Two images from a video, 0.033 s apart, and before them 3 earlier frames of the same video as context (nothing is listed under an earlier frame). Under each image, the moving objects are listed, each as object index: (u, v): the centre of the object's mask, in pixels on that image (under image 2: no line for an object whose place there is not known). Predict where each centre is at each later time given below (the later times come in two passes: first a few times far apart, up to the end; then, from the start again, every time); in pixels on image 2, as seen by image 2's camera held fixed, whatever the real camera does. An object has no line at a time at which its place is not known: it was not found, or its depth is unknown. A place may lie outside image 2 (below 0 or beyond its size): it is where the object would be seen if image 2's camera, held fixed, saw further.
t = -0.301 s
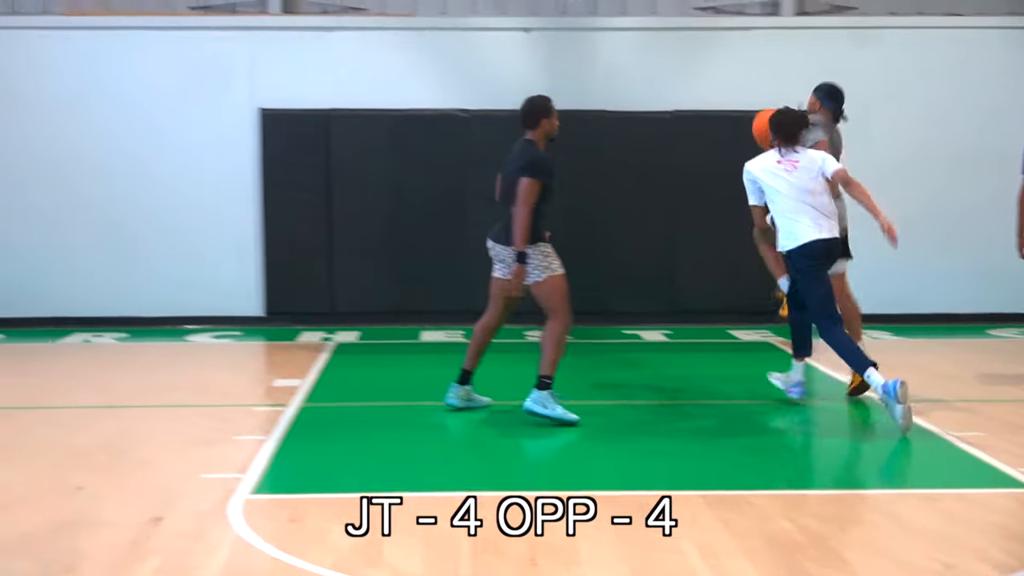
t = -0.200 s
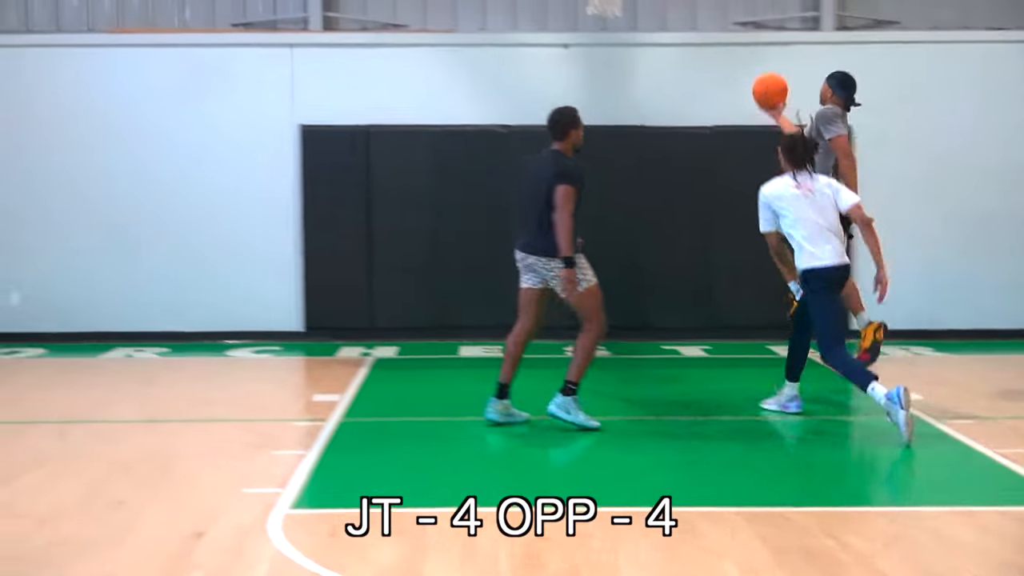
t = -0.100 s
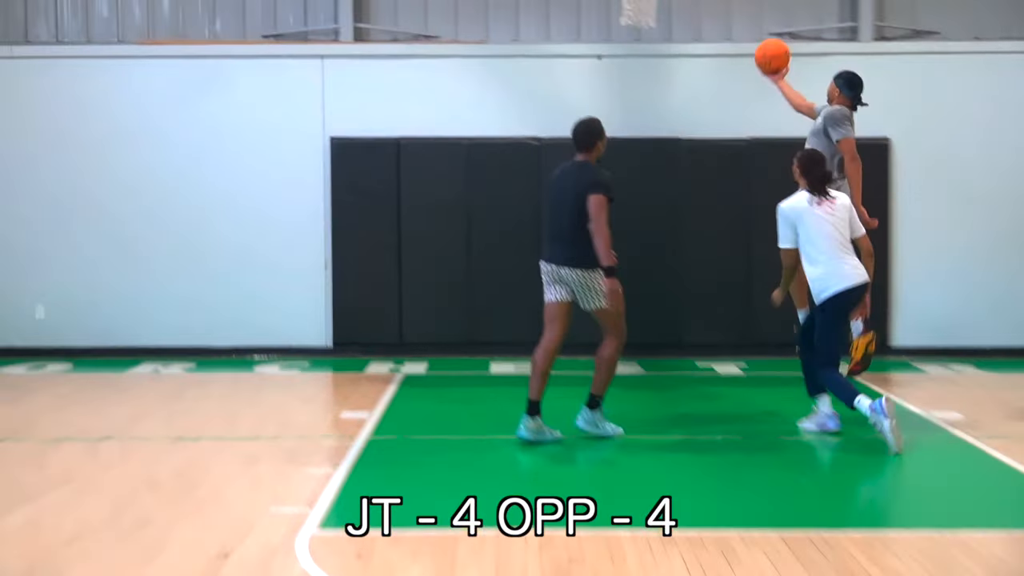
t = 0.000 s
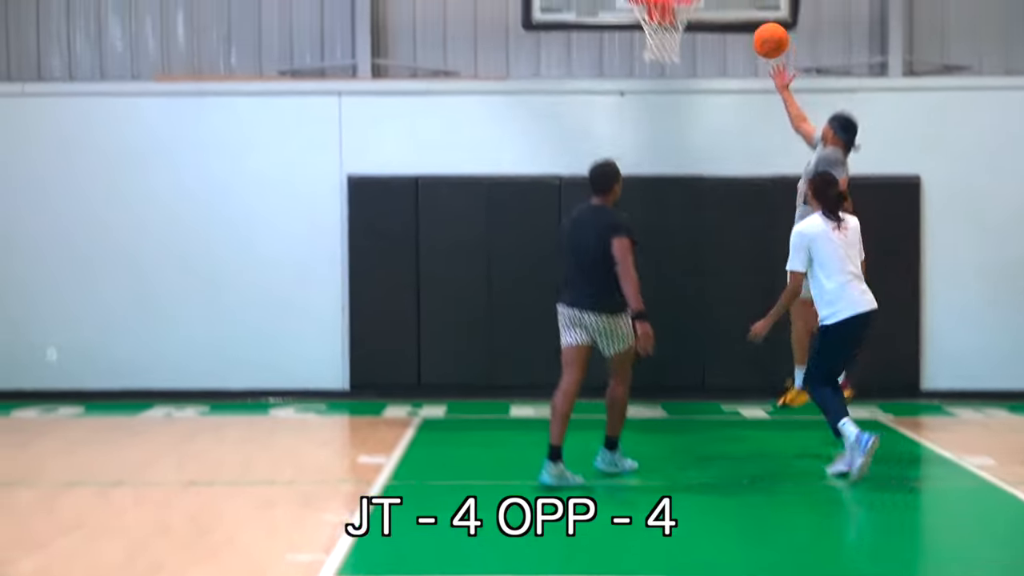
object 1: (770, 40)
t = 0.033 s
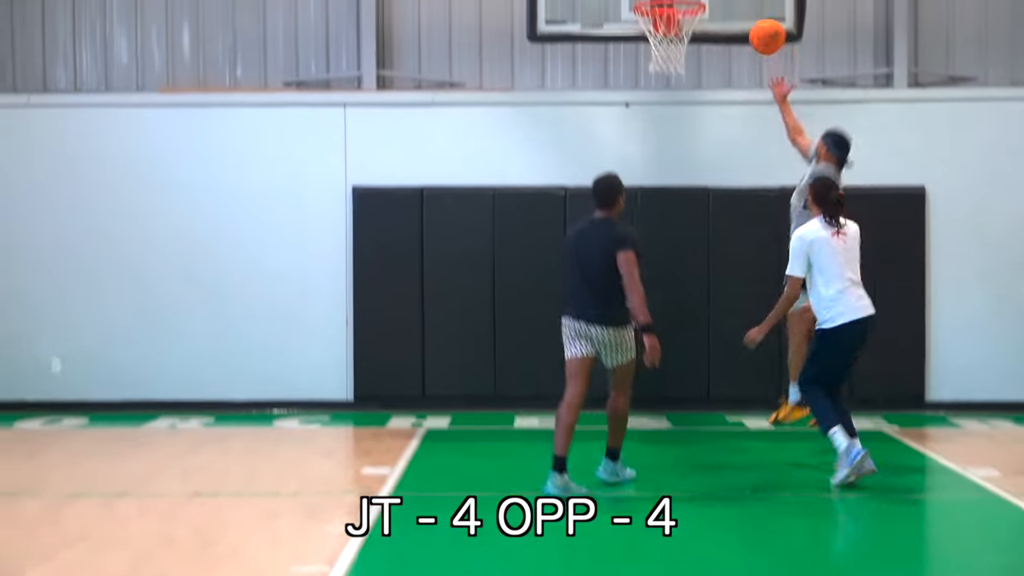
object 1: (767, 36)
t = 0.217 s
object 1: (721, -22)
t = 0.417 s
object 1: (692, -33)
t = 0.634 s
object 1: (663, 18)
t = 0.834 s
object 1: (656, 76)
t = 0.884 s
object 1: (657, 94)
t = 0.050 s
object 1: (763, 29)
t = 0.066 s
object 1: (760, 22)
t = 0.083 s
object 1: (756, 15)
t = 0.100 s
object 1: (751, 9)
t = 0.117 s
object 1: (747, 3)
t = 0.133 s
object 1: (743, -2)
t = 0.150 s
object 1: (738, -6)
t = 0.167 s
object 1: (734, -10)
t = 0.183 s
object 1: (730, -15)
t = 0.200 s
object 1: (726, -19)
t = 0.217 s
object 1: (721, -22)
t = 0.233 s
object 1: (717, -25)
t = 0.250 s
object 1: (714, -28)
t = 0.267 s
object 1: (712, -31)
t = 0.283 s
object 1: (710, -32)
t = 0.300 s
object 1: (708, -33)
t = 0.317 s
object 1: (707, -34)
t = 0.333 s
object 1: (705, -34)
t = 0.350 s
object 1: (702, -35)
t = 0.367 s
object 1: (699, -35)
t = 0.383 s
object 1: (696, -36)
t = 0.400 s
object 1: (694, -35)
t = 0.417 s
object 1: (692, -33)
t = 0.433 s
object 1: (690, -31)
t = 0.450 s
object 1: (688, -28)
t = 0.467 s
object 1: (685, -26)
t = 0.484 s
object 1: (683, -24)
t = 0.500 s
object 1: (681, -21)
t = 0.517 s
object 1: (678, -17)
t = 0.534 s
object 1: (676, -14)
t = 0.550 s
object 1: (674, -11)
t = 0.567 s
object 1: (672, -9)
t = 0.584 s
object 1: (669, -6)
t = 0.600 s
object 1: (667, -4)
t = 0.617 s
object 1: (665, -1)
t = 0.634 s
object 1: (663, 18)
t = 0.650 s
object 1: (661, 24)
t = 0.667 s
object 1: (659, 29)
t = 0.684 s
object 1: (659, 34)
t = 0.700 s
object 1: (656, 40)
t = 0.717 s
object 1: (656, 43)
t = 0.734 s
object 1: (656, 46)
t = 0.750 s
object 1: (655, 50)
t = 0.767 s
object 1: (656, 58)
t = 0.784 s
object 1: (656, 60)
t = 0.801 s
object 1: (656, 65)
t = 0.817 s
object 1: (656, 71)
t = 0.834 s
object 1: (656, 76)
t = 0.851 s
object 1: (656, 82)
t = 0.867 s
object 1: (657, 87)
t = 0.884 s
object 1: (657, 94)
